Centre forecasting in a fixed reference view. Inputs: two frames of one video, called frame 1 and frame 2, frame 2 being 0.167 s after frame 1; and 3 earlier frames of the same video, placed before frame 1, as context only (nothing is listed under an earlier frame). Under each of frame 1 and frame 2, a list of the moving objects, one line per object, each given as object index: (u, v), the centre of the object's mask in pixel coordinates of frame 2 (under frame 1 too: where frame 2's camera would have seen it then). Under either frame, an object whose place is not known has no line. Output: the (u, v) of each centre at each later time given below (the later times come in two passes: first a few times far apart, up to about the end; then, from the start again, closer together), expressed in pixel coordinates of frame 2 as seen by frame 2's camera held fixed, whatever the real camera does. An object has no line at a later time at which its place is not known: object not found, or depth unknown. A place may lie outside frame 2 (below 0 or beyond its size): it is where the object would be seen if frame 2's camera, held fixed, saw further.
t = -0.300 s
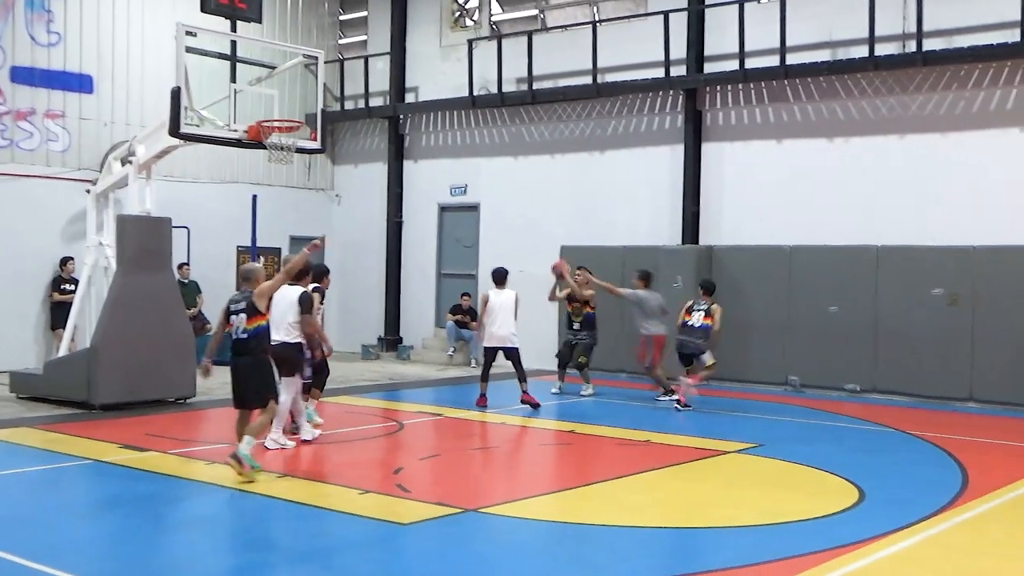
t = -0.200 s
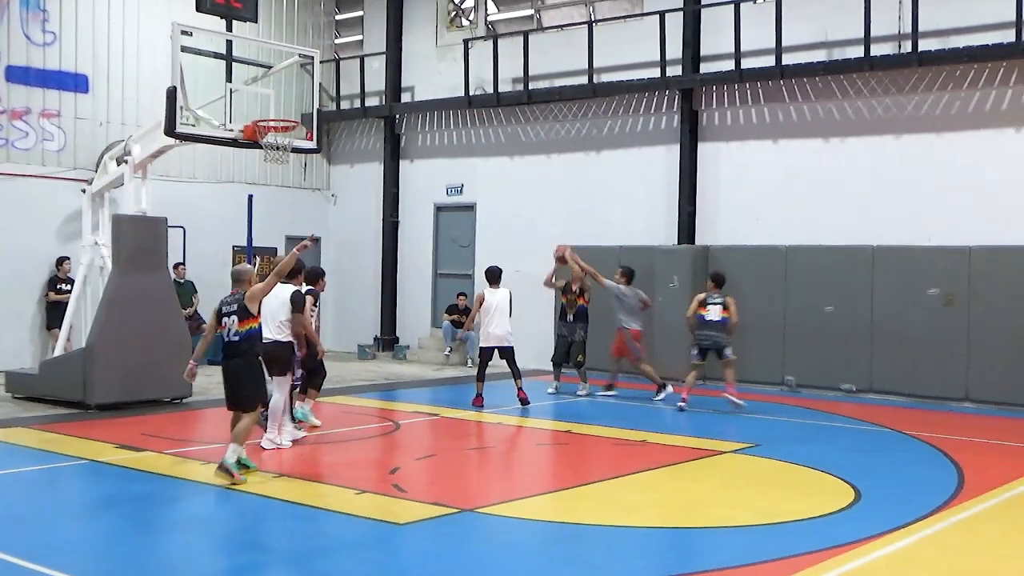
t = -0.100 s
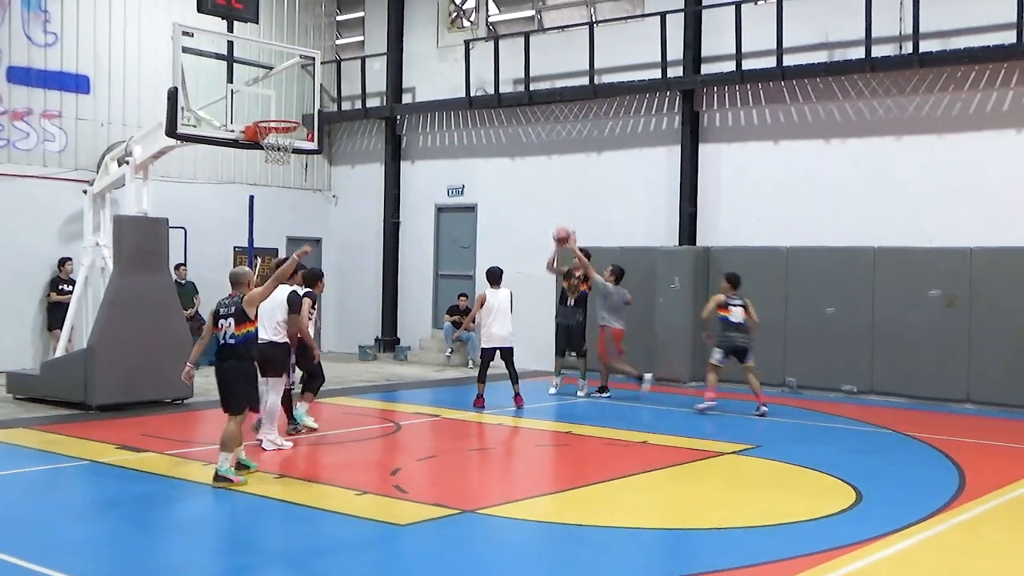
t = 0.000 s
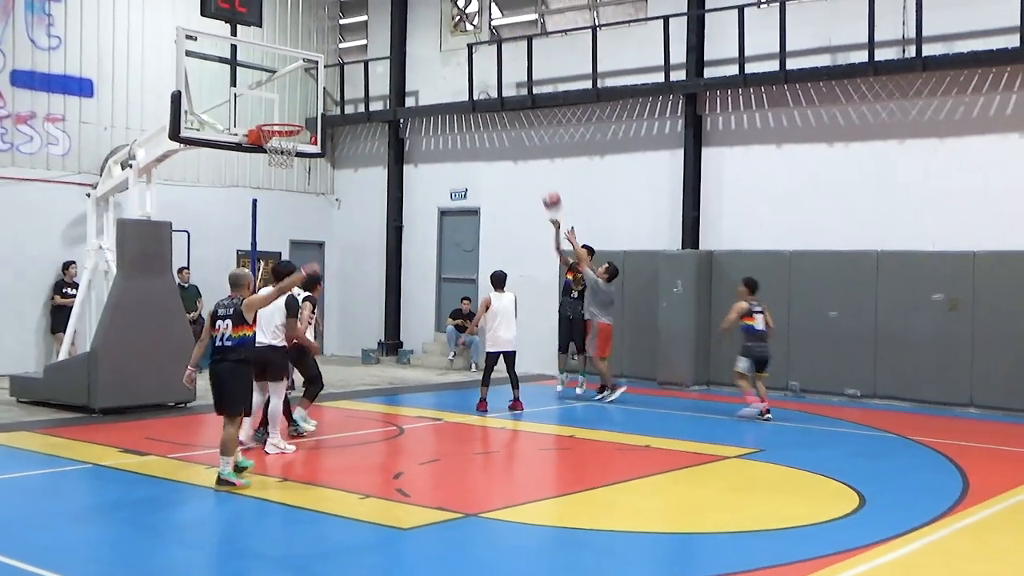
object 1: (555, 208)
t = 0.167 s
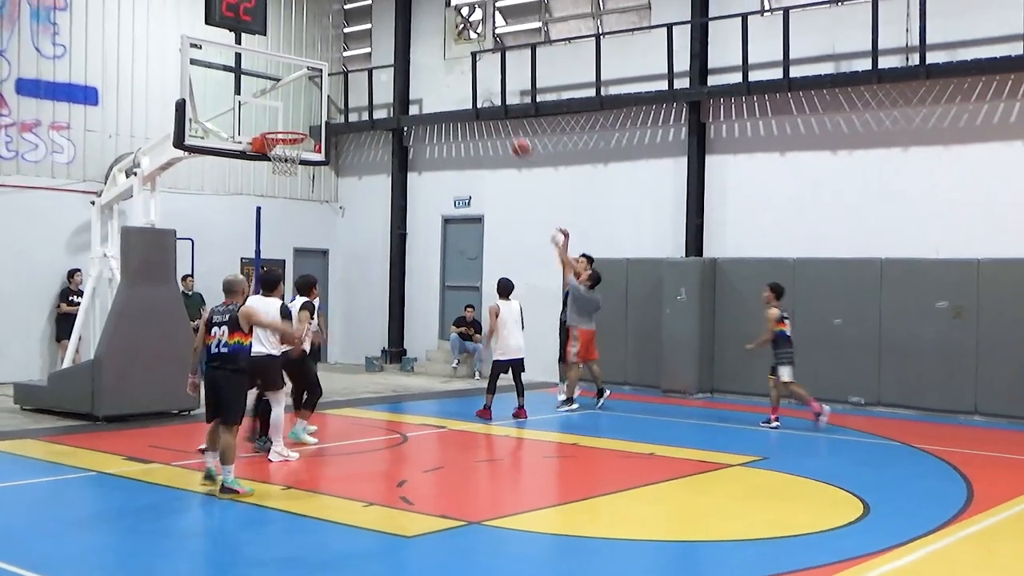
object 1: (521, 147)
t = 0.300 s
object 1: (493, 111)
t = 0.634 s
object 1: (413, 83)
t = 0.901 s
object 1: (342, 130)
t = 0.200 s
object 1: (514, 136)
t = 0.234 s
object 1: (507, 127)
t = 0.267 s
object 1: (500, 118)
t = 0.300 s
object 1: (493, 111)
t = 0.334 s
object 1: (487, 105)
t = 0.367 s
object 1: (479, 99)
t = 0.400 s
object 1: (471, 94)
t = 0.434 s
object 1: (463, 90)
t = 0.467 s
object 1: (455, 87)
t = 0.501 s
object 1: (447, 84)
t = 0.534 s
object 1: (440, 82)
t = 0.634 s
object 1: (413, 83)
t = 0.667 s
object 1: (406, 85)
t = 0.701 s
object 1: (398, 87)
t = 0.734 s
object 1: (390, 91)
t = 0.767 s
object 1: (380, 98)
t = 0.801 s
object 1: (371, 104)
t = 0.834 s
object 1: (364, 111)
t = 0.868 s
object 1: (352, 120)
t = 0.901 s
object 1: (342, 130)
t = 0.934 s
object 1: (335, 139)
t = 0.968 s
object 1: (325, 150)
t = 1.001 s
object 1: (314, 165)
